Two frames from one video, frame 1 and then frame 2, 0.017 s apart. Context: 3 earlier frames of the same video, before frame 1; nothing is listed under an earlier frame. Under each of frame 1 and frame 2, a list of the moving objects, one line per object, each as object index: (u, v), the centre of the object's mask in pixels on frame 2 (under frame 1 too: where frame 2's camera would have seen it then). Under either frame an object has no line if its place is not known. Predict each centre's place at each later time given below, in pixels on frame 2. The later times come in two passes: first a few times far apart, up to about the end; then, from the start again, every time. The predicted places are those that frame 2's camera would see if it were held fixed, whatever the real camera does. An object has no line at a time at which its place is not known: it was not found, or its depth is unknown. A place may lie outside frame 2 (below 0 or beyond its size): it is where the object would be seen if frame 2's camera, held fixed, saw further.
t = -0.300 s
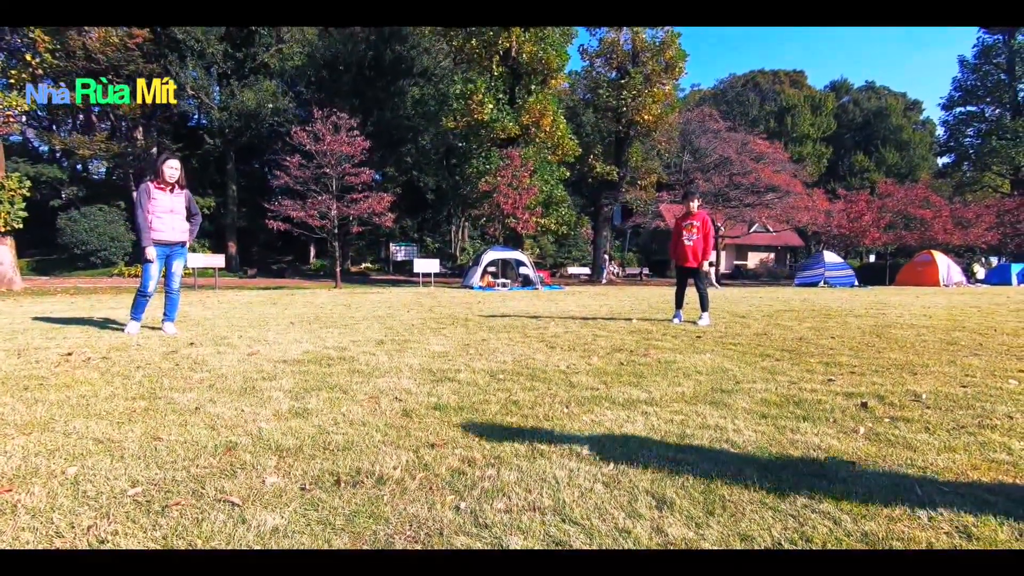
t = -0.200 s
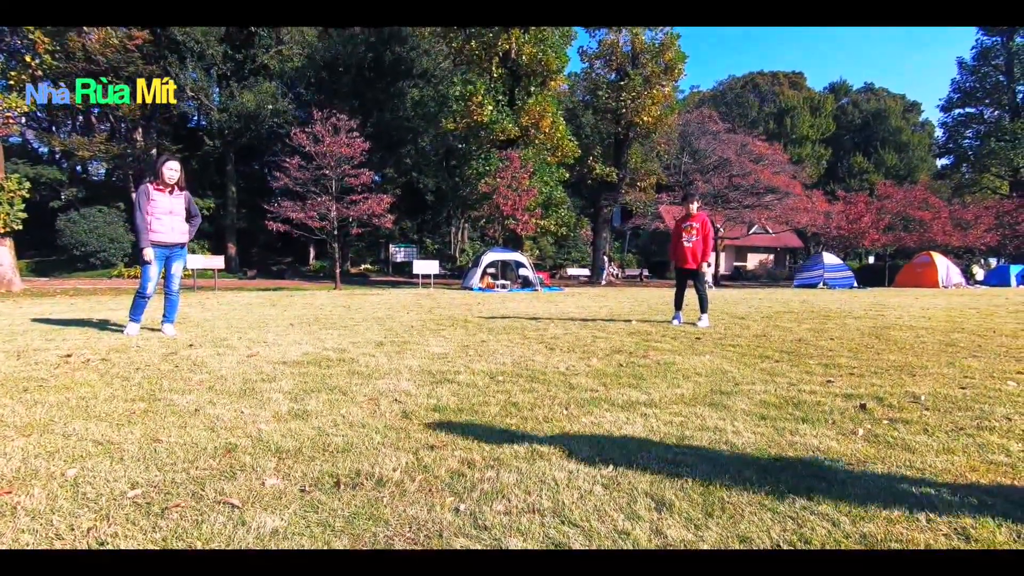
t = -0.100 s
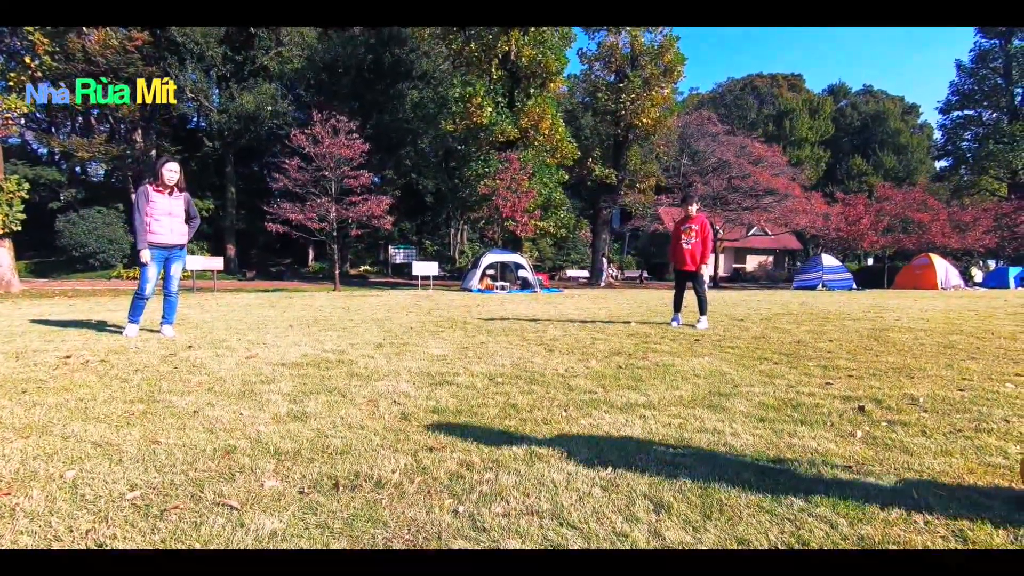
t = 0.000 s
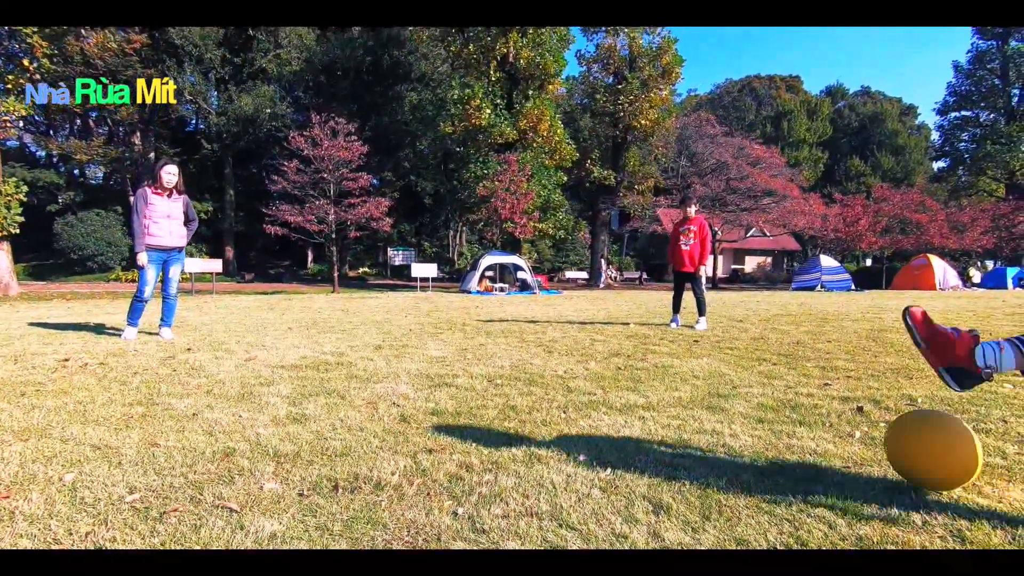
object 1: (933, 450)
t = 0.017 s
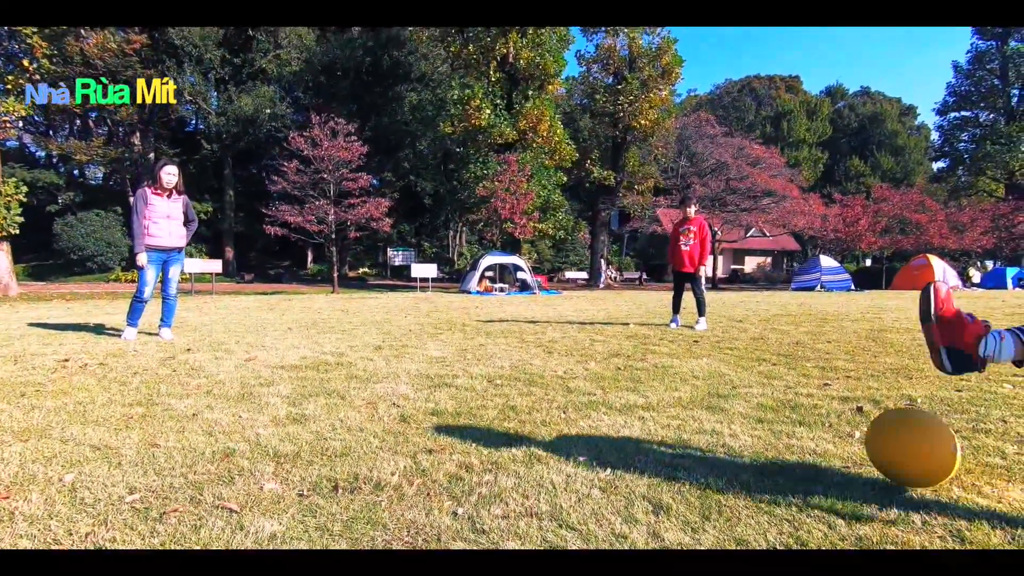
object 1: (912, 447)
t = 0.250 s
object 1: (683, 428)
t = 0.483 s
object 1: (523, 414)
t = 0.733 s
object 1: (399, 408)
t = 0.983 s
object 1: (304, 396)
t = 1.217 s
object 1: (231, 388)
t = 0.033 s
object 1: (893, 446)
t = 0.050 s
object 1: (874, 445)
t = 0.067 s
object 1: (856, 446)
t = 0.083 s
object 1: (838, 447)
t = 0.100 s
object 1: (819, 448)
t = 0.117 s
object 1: (801, 450)
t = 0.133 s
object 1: (783, 451)
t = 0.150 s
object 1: (766, 448)
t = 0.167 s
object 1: (751, 445)
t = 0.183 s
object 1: (736, 440)
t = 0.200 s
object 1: (722, 435)
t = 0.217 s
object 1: (709, 432)
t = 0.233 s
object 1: (696, 430)
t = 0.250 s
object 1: (683, 428)
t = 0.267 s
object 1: (670, 428)
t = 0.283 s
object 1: (658, 428)
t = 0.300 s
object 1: (644, 428)
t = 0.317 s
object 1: (631, 429)
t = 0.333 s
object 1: (619, 430)
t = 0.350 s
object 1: (607, 430)
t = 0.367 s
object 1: (595, 428)
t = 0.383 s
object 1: (584, 426)
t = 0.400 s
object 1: (573, 423)
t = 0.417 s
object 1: (563, 420)
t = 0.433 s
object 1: (552, 417)
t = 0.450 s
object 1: (542, 416)
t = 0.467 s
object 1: (533, 414)
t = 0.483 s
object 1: (523, 414)
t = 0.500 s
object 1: (514, 415)
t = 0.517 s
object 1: (504, 416)
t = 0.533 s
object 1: (494, 418)
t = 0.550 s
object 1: (485, 418)
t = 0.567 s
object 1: (476, 414)
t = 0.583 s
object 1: (468, 410)
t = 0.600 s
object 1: (460, 407)
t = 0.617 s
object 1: (452, 404)
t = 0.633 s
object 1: (444, 403)
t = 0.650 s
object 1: (436, 403)
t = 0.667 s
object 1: (429, 403)
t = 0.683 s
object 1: (421, 404)
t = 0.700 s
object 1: (414, 406)
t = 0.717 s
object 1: (407, 407)
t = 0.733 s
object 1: (399, 408)
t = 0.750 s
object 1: (393, 405)
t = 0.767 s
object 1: (385, 403)
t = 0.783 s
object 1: (379, 401)
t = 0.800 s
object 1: (372, 401)
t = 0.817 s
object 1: (365, 400)
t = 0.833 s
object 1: (359, 399)
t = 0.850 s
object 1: (352, 399)
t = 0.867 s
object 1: (346, 399)
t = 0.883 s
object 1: (339, 399)
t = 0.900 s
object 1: (334, 398)
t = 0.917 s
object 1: (328, 397)
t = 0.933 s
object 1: (322, 397)
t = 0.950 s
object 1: (316, 396)
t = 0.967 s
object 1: (310, 396)
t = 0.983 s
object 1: (304, 396)
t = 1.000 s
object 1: (299, 394)
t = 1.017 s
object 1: (294, 394)
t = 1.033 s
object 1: (288, 392)
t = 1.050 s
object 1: (282, 392)
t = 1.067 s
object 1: (277, 391)
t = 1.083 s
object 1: (272, 391)
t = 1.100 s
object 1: (266, 390)
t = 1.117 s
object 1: (261, 389)
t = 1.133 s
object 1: (256, 389)
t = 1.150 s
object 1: (250, 389)
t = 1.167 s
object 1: (246, 390)
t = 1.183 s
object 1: (240, 390)
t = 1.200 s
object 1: (236, 389)
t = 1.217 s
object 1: (231, 388)
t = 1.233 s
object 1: (227, 387)
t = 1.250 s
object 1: (222, 386)
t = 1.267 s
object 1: (218, 386)
